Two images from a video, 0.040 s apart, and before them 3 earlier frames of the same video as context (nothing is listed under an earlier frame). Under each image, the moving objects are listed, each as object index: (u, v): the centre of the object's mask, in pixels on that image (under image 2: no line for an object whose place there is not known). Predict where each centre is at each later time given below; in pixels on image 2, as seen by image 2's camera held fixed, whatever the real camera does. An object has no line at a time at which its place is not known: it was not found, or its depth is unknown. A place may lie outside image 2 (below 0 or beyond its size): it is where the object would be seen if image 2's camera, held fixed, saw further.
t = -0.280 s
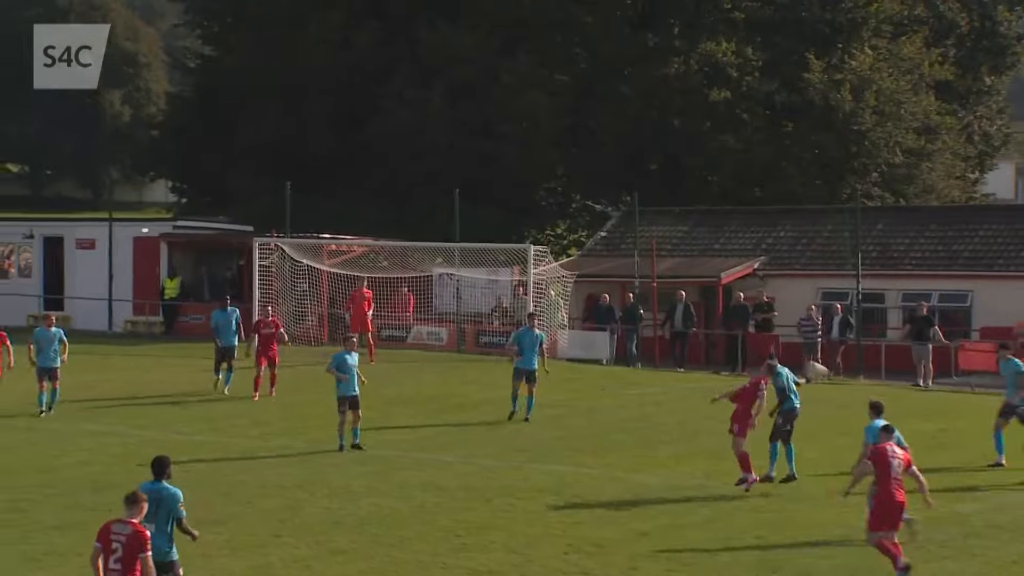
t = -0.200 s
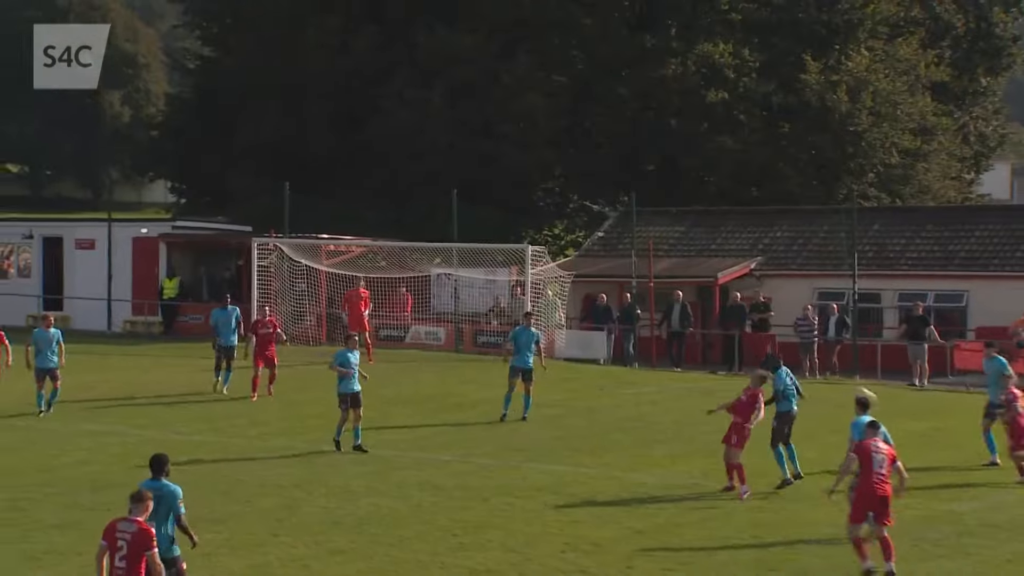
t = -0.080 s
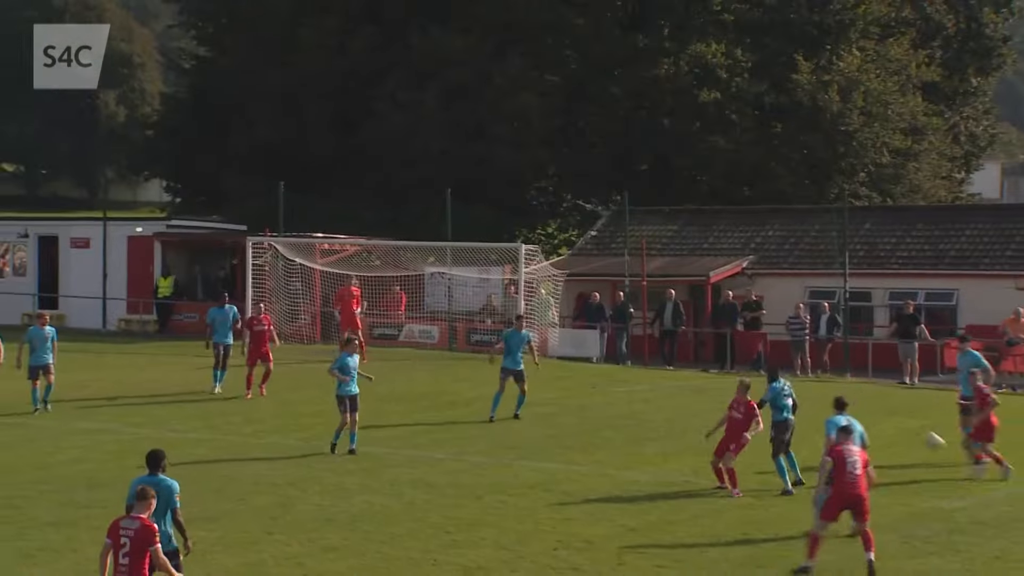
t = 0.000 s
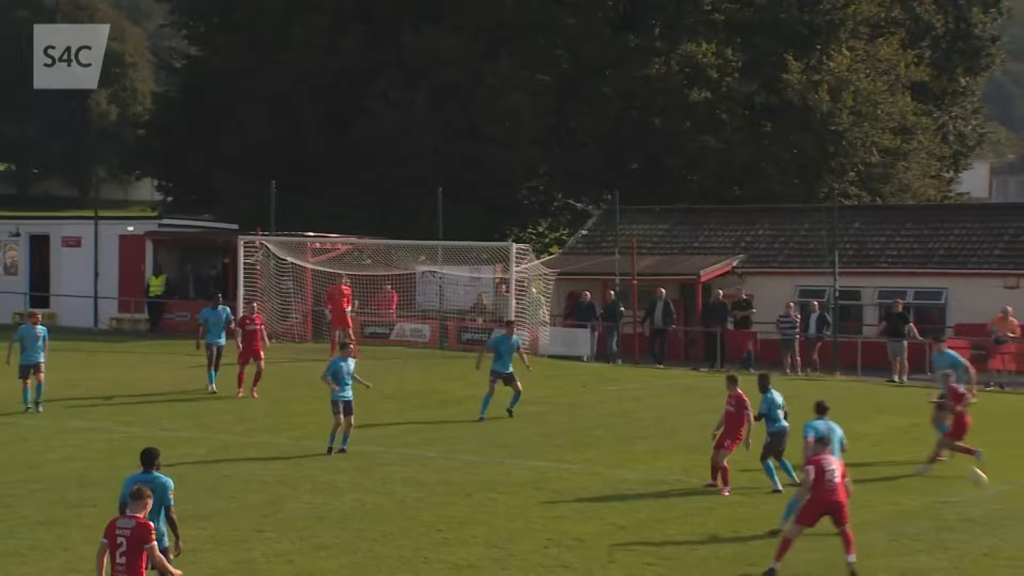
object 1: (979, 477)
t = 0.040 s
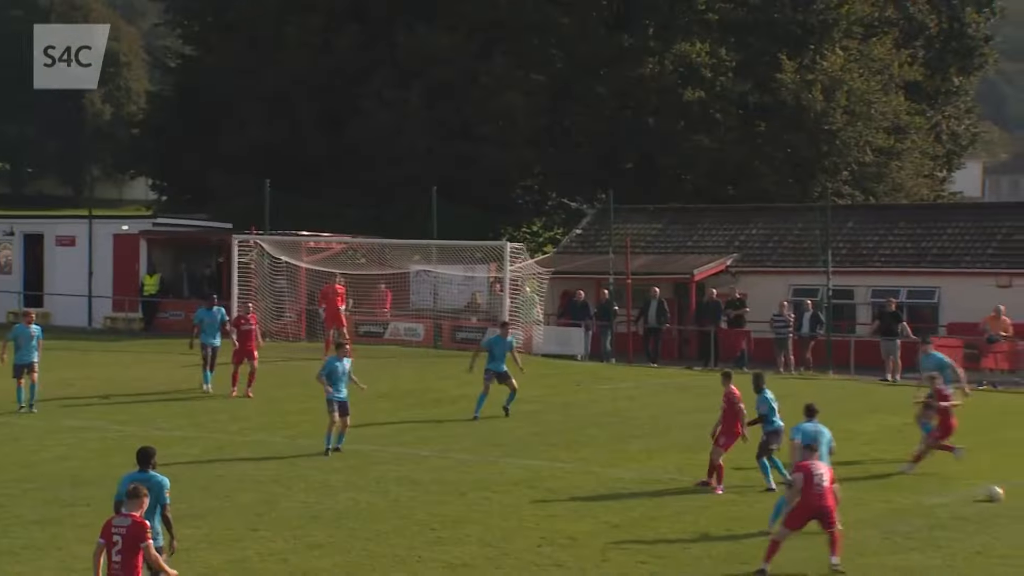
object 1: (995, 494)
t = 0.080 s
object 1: (1009, 483)
